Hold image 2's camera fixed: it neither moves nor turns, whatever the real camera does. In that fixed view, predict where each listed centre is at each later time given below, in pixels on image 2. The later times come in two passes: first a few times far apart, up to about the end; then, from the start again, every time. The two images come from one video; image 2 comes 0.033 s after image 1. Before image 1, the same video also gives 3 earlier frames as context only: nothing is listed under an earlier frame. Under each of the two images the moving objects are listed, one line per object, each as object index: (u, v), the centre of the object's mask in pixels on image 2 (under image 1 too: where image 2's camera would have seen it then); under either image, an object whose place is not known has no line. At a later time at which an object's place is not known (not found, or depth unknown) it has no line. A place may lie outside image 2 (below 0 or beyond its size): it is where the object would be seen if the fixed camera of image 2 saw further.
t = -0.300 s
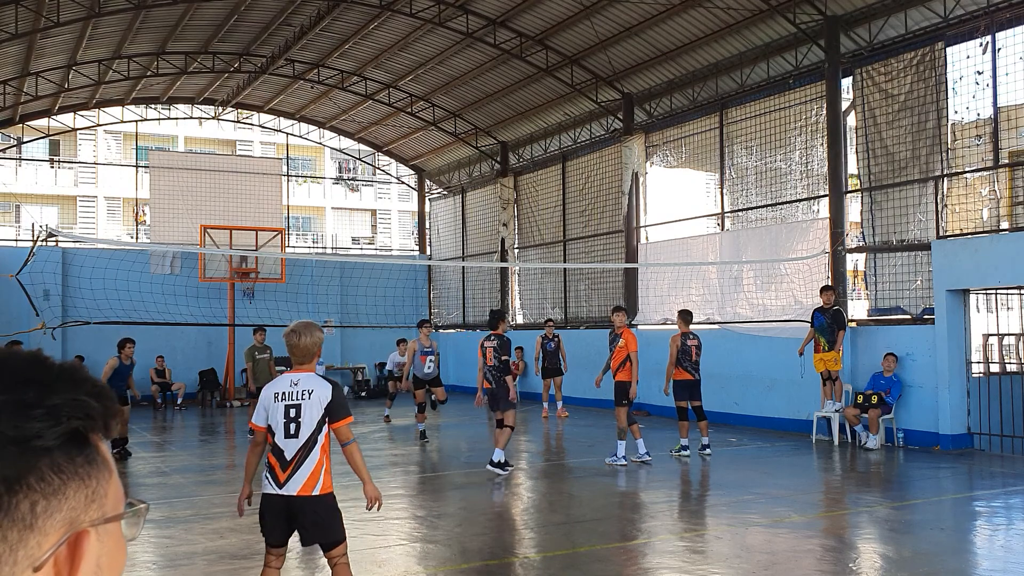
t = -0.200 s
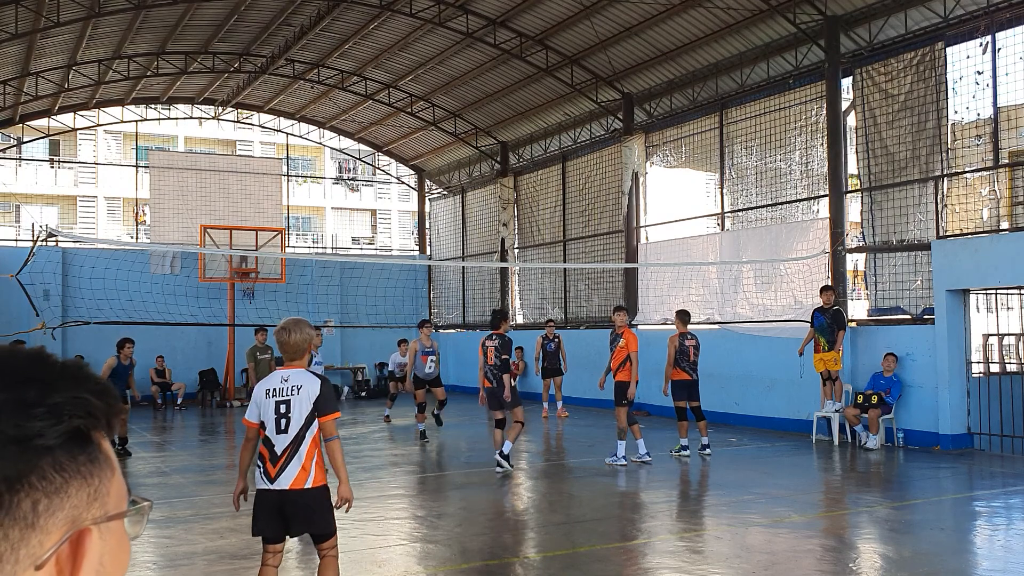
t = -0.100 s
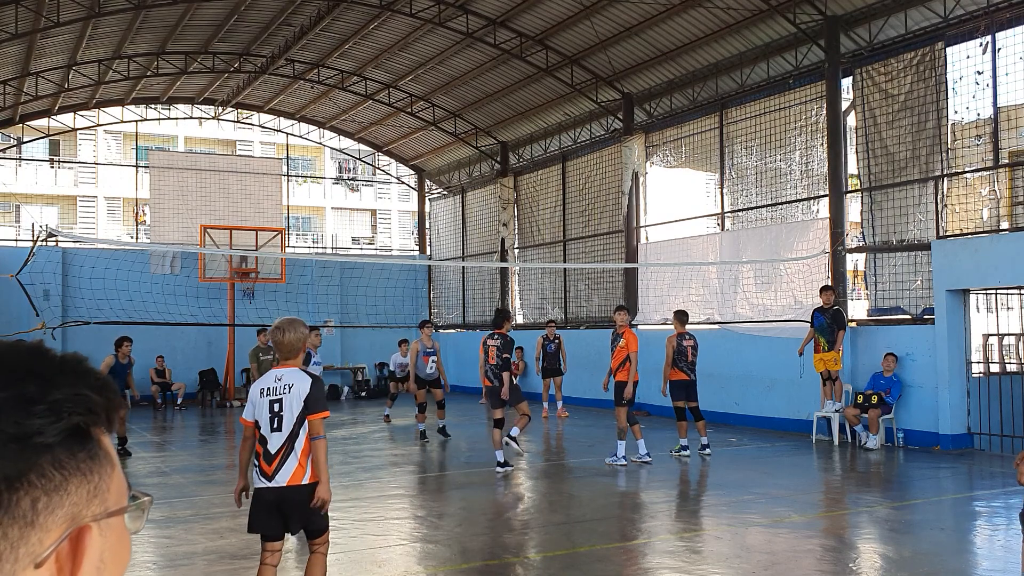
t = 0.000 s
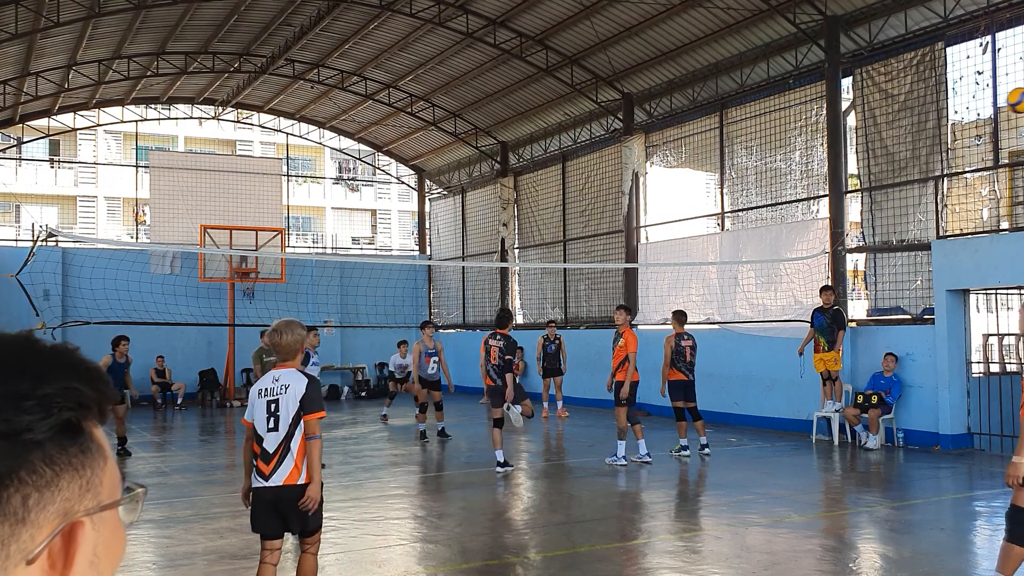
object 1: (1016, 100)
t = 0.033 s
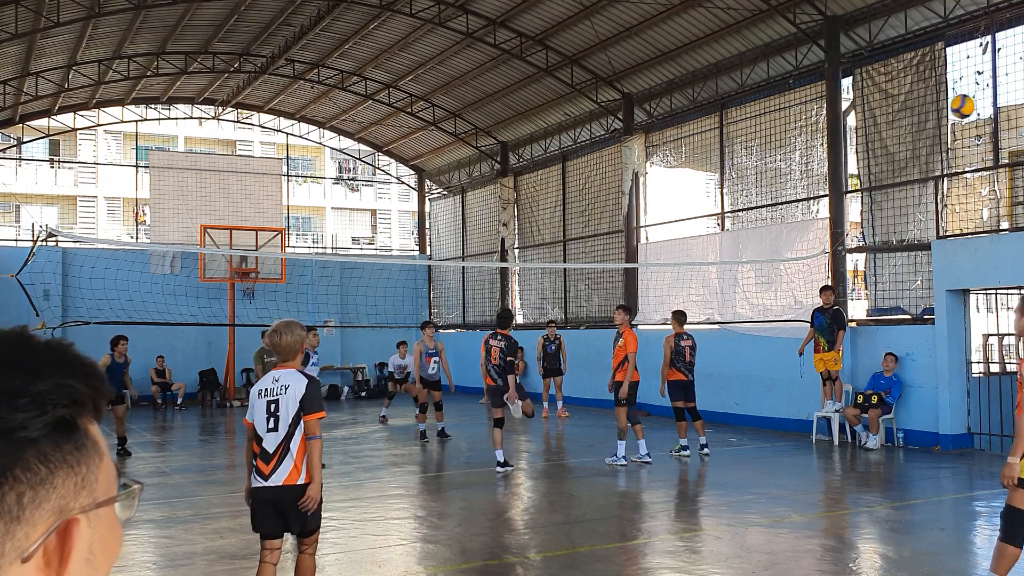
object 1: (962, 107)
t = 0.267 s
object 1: (696, 163)
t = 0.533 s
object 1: (547, 240)
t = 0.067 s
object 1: (911, 112)
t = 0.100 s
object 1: (866, 120)
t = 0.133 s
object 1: (825, 128)
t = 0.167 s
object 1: (787, 136)
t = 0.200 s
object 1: (753, 146)
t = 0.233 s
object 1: (724, 154)
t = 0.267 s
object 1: (696, 163)
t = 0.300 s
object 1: (672, 172)
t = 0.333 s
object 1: (649, 182)
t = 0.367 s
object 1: (629, 191)
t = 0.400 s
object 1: (609, 201)
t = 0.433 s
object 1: (592, 210)
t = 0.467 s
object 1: (576, 220)
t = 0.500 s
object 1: (561, 230)
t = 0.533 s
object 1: (547, 240)
